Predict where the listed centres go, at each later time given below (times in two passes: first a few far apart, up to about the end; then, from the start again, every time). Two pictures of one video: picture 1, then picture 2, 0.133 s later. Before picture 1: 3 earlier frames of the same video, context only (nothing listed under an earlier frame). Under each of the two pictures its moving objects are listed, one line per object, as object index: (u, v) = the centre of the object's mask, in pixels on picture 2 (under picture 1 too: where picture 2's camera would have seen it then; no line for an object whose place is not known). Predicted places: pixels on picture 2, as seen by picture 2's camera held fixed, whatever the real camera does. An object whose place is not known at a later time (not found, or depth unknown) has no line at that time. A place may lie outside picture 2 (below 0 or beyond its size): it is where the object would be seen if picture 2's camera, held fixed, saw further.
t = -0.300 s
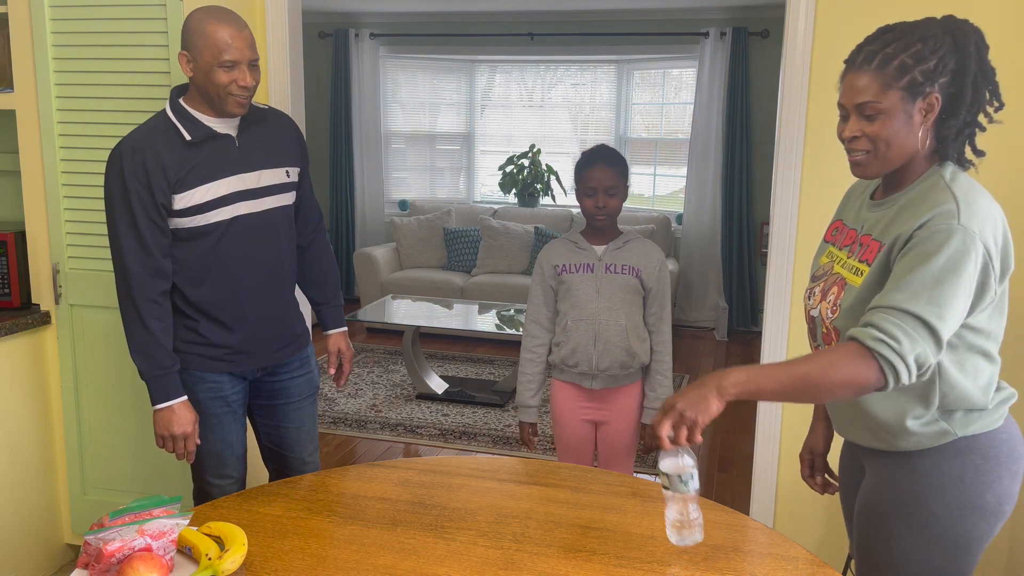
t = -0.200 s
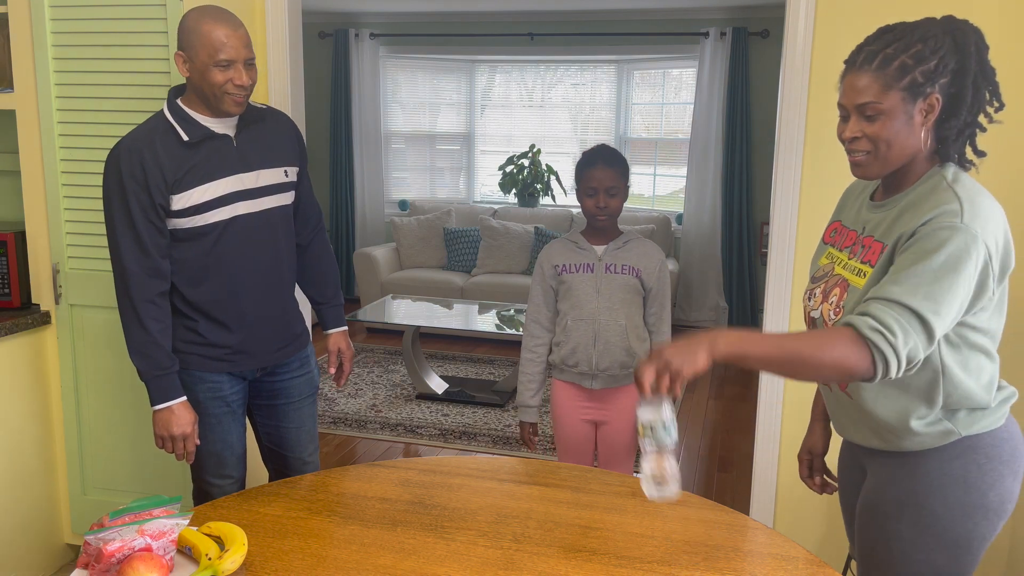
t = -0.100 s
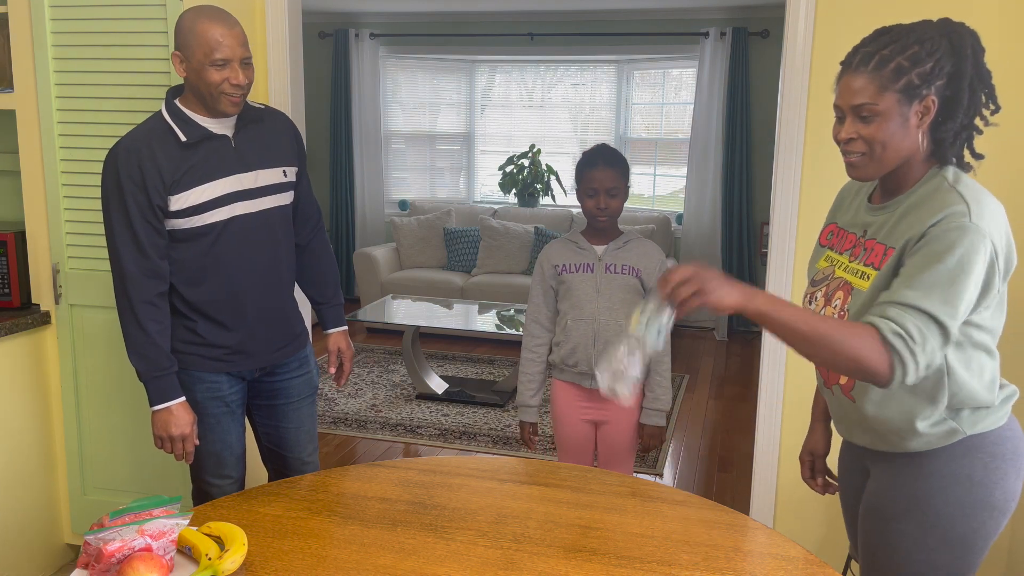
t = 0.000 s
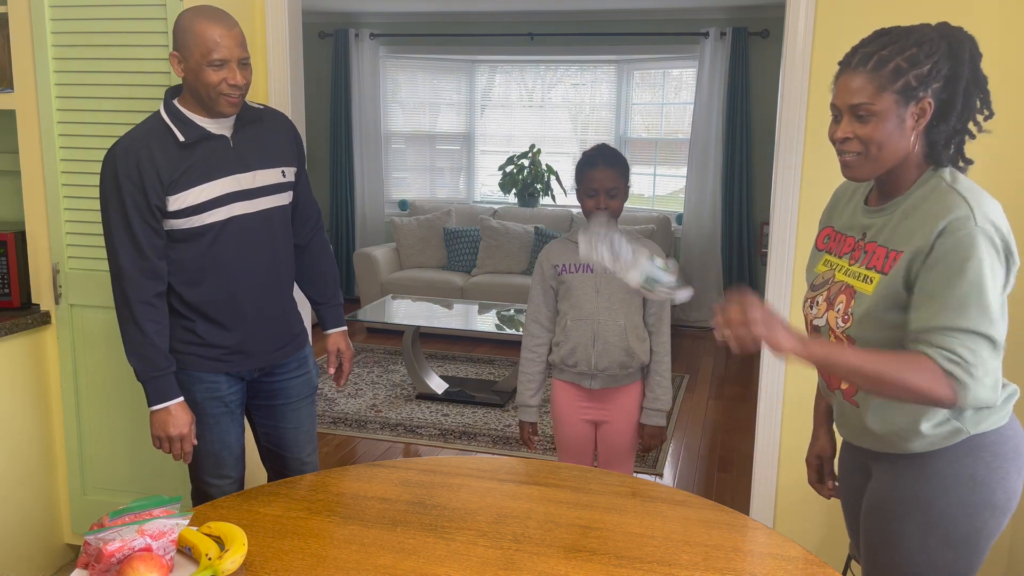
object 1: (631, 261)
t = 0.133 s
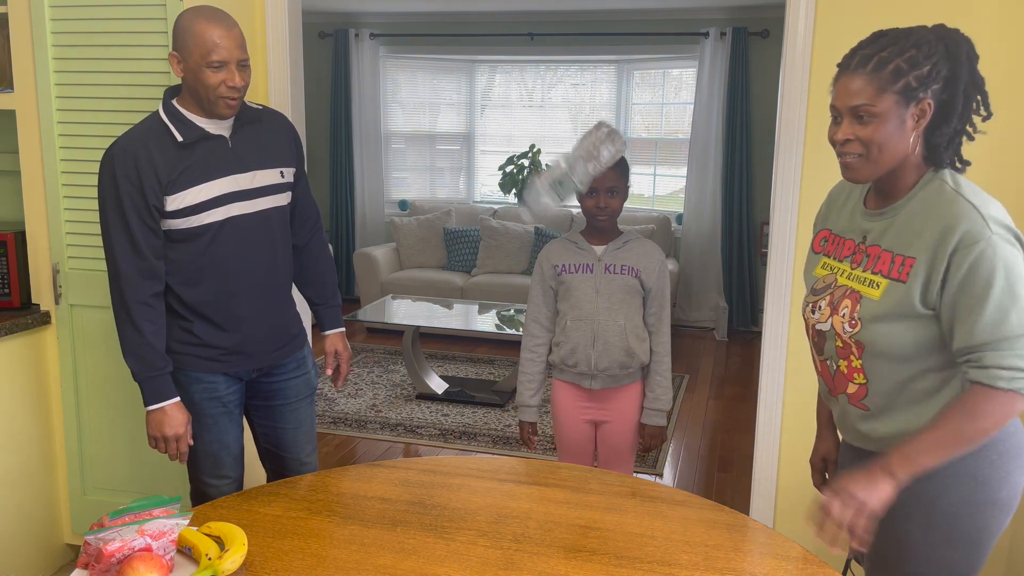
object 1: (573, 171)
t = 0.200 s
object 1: (560, 158)
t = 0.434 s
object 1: (525, 339)
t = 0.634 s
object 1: (488, 543)
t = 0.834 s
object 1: (478, 558)
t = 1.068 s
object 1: (478, 558)
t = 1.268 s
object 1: (478, 558)
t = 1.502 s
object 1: (478, 558)
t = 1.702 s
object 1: (479, 558)
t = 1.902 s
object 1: (479, 558)
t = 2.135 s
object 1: (479, 558)
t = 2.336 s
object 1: (479, 558)
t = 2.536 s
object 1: (478, 558)
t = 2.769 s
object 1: (479, 558)
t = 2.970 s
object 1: (479, 558)
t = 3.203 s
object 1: (479, 558)
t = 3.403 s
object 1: (478, 558)
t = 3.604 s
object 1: (478, 558)
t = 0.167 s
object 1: (564, 161)
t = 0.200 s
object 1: (560, 158)
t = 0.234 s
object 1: (555, 163)
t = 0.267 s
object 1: (551, 175)
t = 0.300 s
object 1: (547, 198)
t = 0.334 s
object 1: (542, 224)
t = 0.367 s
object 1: (534, 255)
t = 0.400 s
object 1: (528, 293)
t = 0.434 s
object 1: (525, 339)
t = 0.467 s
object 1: (519, 389)
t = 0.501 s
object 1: (515, 444)
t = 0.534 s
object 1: (511, 507)
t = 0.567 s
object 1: (497, 527)
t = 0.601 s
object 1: (489, 532)
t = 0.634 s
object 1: (488, 543)
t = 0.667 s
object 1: (484, 555)
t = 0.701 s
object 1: (482, 558)
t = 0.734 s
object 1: (479, 558)
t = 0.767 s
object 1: (478, 559)
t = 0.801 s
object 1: (478, 558)
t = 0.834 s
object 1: (478, 558)
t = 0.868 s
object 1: (478, 558)
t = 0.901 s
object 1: (478, 558)
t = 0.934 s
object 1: (478, 558)
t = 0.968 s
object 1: (478, 558)
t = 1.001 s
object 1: (478, 558)
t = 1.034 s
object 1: (478, 558)
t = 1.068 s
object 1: (478, 558)
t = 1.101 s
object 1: (478, 558)
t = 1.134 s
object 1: (478, 558)
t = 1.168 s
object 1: (478, 558)
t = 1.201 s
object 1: (478, 558)
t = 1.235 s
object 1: (479, 558)
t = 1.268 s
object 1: (478, 558)
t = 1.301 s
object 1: (478, 558)
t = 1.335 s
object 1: (478, 558)
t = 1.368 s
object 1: (478, 558)
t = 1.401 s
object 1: (478, 558)
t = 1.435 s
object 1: (478, 558)
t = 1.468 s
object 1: (478, 558)
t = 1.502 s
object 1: (478, 558)
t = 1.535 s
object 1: (478, 558)
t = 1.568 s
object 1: (478, 558)
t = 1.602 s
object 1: (478, 558)
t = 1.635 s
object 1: (478, 558)
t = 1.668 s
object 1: (479, 558)
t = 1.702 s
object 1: (479, 558)
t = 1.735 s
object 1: (479, 558)
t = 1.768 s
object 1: (479, 558)
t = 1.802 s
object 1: (478, 558)
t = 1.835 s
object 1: (479, 558)
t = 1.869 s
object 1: (479, 558)
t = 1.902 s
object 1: (479, 558)
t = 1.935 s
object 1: (479, 558)
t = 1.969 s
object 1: (479, 558)
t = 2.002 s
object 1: (479, 558)
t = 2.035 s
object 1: (479, 558)
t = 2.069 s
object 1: (479, 558)
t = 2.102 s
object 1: (478, 558)
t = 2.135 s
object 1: (479, 558)
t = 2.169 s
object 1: (478, 558)
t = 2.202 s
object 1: (478, 558)
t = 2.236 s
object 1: (478, 558)
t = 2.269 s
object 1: (479, 558)
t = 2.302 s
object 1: (479, 558)
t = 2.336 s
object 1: (479, 558)
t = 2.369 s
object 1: (479, 558)
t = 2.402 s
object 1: (479, 558)
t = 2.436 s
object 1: (479, 558)
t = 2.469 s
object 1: (478, 558)
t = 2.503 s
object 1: (478, 558)
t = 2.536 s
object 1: (478, 558)
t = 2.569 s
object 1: (478, 558)
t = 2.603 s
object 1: (478, 558)
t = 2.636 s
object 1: (478, 558)
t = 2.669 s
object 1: (478, 558)
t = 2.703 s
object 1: (478, 558)
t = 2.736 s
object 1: (479, 558)
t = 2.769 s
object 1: (479, 558)
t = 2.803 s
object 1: (479, 558)
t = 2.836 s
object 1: (479, 558)
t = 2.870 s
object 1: (479, 558)
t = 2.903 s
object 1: (479, 558)
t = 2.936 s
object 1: (479, 558)
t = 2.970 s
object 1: (479, 558)
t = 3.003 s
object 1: (479, 558)
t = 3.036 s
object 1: (479, 558)
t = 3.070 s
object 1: (479, 558)
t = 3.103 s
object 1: (479, 558)
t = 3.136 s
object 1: (479, 558)
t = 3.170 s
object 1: (479, 558)
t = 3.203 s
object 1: (479, 558)
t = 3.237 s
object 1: (479, 558)
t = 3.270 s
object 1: (479, 558)
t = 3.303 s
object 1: (479, 558)
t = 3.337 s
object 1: (479, 558)
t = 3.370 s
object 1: (478, 558)
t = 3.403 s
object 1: (478, 558)
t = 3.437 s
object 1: (478, 558)
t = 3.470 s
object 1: (478, 558)
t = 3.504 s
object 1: (478, 558)
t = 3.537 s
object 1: (478, 558)
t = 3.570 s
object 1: (478, 558)
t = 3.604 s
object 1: (478, 558)
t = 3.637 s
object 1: (478, 558)
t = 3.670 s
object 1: (479, 558)
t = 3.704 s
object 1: (479, 558)
